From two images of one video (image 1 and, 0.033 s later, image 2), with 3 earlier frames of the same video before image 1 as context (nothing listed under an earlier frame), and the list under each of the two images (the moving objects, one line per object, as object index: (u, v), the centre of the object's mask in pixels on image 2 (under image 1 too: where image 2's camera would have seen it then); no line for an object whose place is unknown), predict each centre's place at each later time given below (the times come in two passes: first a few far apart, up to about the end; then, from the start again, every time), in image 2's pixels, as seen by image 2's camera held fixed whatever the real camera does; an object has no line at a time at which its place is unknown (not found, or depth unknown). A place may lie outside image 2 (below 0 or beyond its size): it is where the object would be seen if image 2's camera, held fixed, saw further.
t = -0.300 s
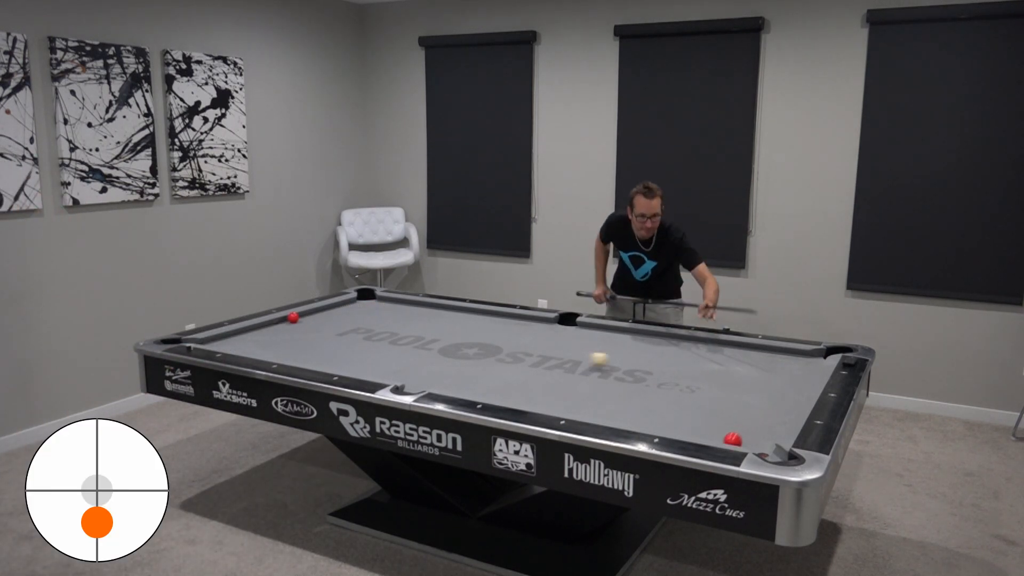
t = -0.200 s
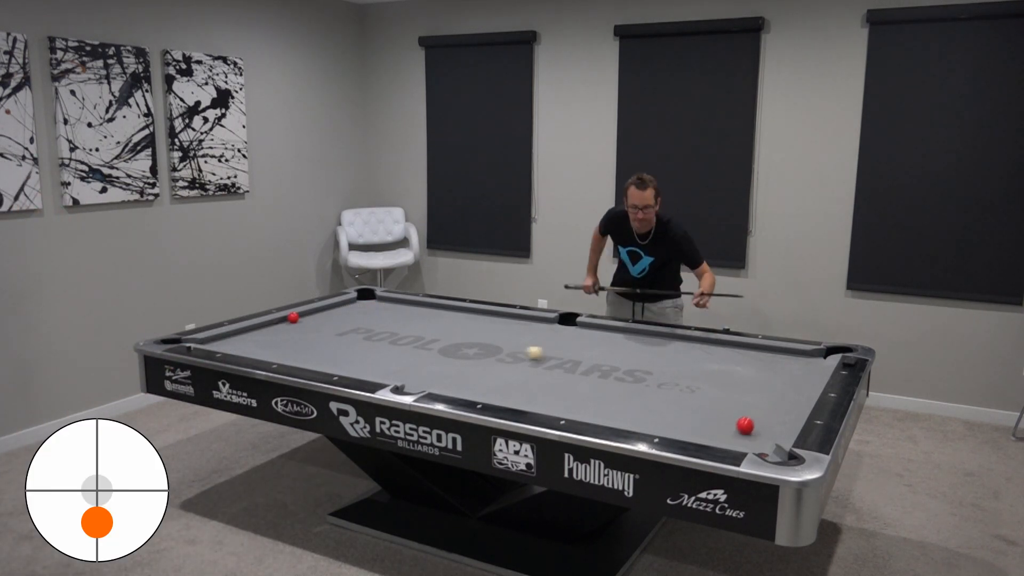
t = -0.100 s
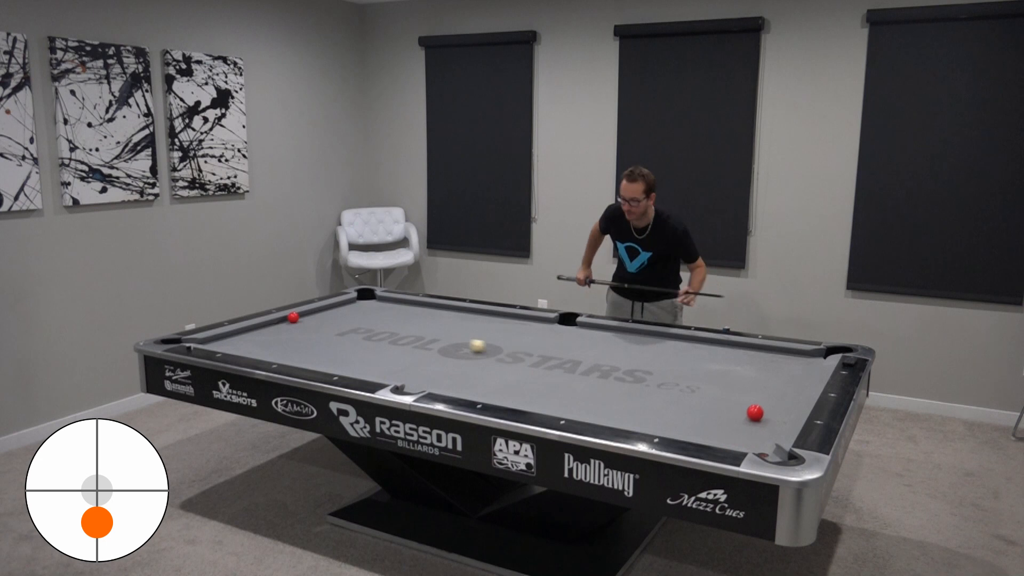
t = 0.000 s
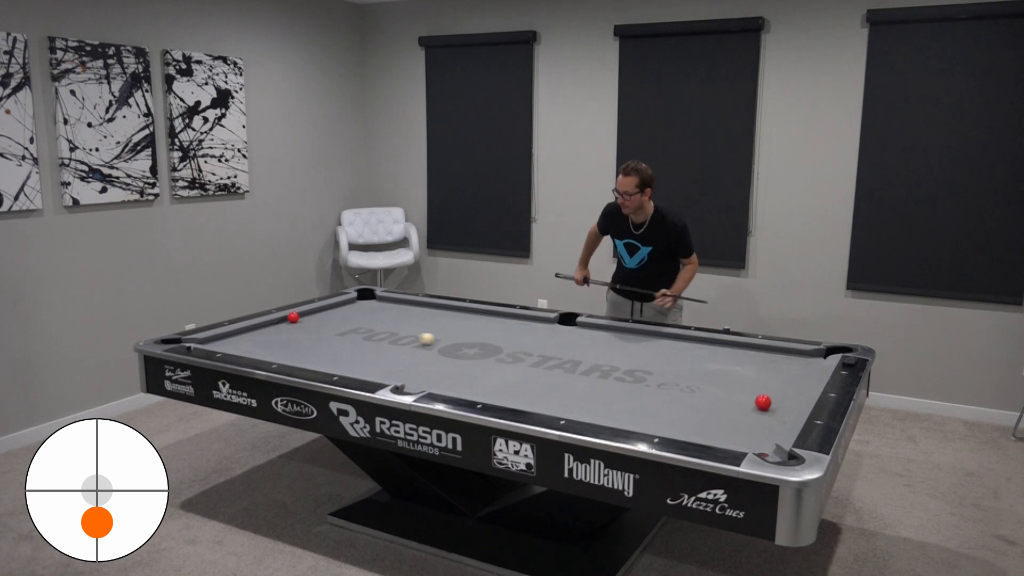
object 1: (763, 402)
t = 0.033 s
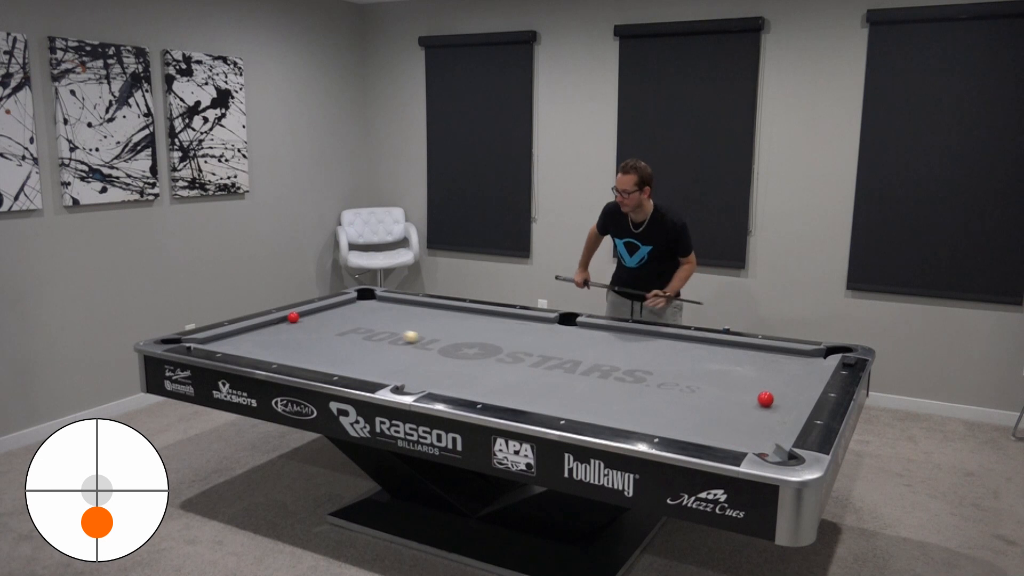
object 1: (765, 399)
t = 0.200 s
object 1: (777, 384)
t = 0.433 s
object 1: (791, 365)
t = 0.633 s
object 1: (802, 352)
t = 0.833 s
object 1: (797, 361)
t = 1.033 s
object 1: (793, 370)
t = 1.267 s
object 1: (788, 380)
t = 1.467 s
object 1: (784, 390)
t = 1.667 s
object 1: (780, 400)
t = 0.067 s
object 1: (768, 396)
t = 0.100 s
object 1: (770, 393)
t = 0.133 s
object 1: (773, 390)
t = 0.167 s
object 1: (775, 387)
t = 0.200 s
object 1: (777, 384)
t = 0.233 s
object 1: (779, 381)
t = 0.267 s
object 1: (781, 378)
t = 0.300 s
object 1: (783, 376)
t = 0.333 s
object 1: (785, 373)
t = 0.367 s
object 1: (787, 370)
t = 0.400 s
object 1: (789, 368)
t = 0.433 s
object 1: (791, 365)
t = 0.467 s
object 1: (793, 363)
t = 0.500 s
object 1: (795, 361)
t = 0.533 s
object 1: (797, 358)
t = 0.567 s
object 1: (799, 356)
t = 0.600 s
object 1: (800, 354)
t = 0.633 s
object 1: (802, 352)
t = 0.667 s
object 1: (801, 354)
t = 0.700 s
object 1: (800, 355)
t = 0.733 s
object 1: (799, 357)
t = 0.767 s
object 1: (799, 358)
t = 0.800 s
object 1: (798, 360)
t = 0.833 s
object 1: (797, 361)
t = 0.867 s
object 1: (796, 363)
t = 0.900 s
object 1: (796, 364)
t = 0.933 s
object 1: (795, 365)
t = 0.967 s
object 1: (794, 367)
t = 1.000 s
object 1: (794, 368)
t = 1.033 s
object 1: (793, 370)
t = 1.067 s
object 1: (792, 371)
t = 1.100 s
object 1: (792, 373)
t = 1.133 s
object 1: (791, 374)
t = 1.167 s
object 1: (790, 376)
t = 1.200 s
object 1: (790, 377)
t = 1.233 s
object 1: (789, 379)
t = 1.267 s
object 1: (788, 380)
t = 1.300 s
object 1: (788, 382)
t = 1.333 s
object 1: (787, 383)
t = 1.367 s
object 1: (786, 385)
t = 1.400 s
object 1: (785, 386)
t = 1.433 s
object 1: (785, 388)
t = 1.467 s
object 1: (784, 390)
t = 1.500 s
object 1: (783, 391)
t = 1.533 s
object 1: (782, 393)
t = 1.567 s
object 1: (782, 394)
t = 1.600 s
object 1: (781, 396)
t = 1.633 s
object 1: (780, 398)
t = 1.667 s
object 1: (780, 400)
